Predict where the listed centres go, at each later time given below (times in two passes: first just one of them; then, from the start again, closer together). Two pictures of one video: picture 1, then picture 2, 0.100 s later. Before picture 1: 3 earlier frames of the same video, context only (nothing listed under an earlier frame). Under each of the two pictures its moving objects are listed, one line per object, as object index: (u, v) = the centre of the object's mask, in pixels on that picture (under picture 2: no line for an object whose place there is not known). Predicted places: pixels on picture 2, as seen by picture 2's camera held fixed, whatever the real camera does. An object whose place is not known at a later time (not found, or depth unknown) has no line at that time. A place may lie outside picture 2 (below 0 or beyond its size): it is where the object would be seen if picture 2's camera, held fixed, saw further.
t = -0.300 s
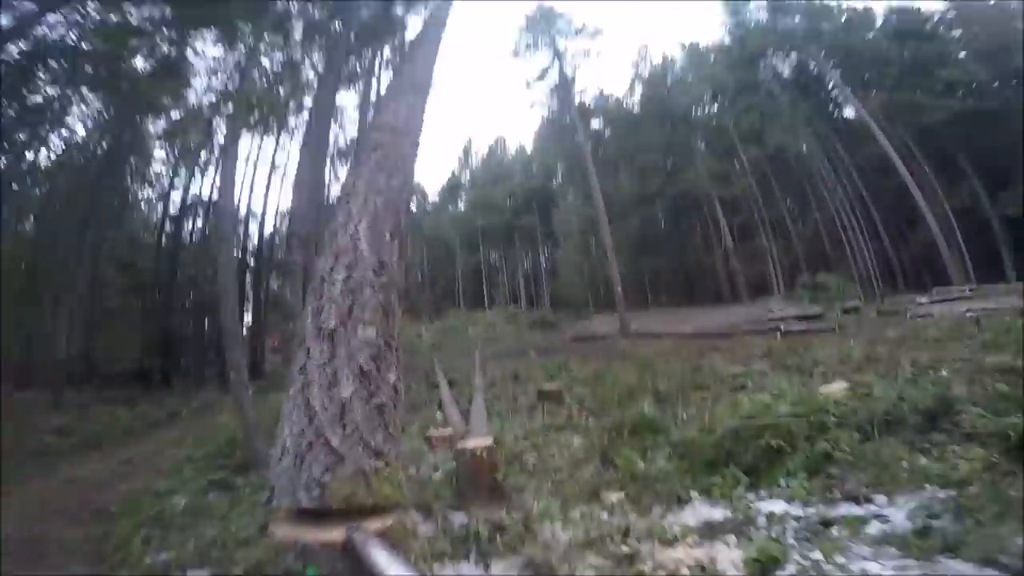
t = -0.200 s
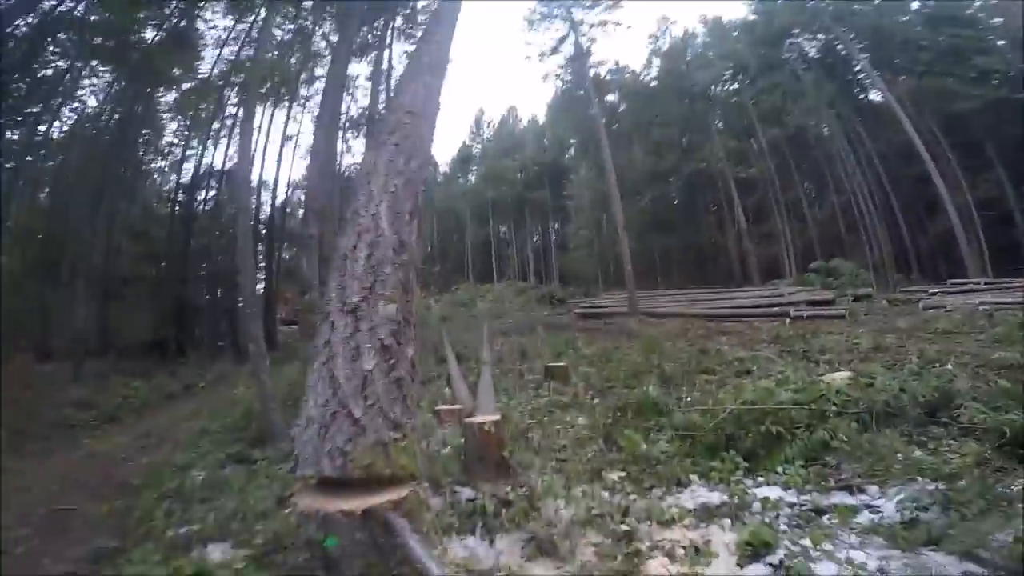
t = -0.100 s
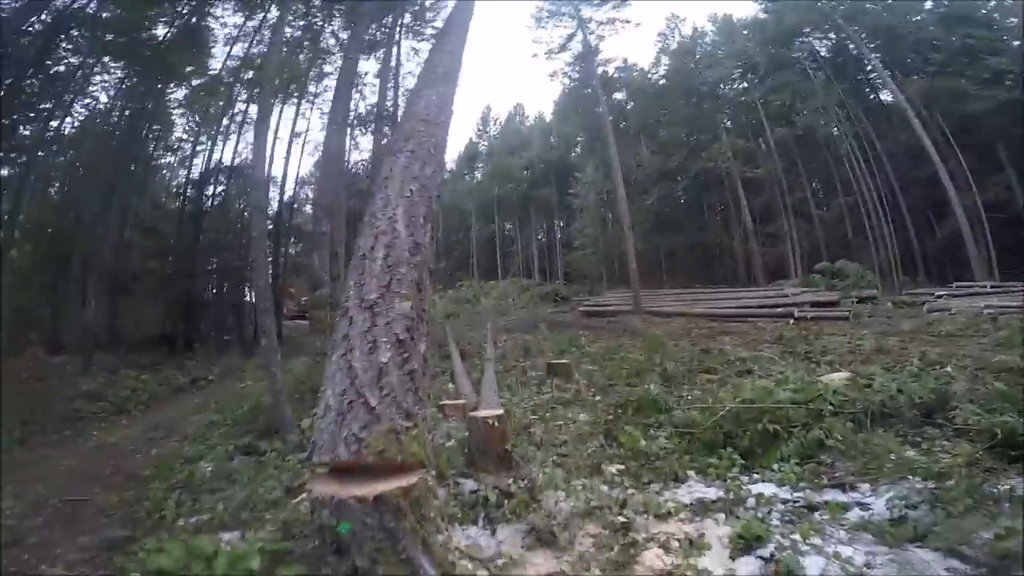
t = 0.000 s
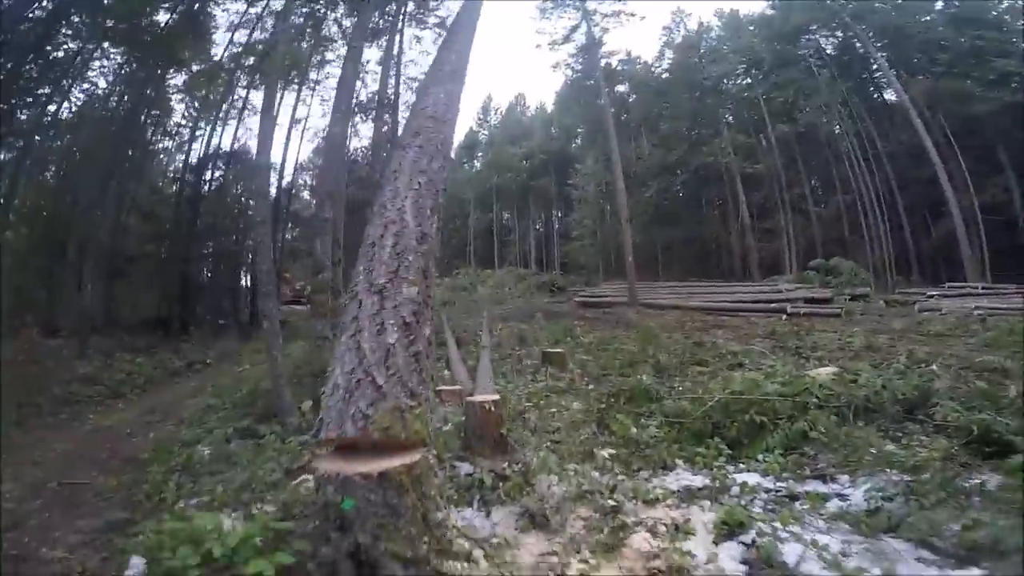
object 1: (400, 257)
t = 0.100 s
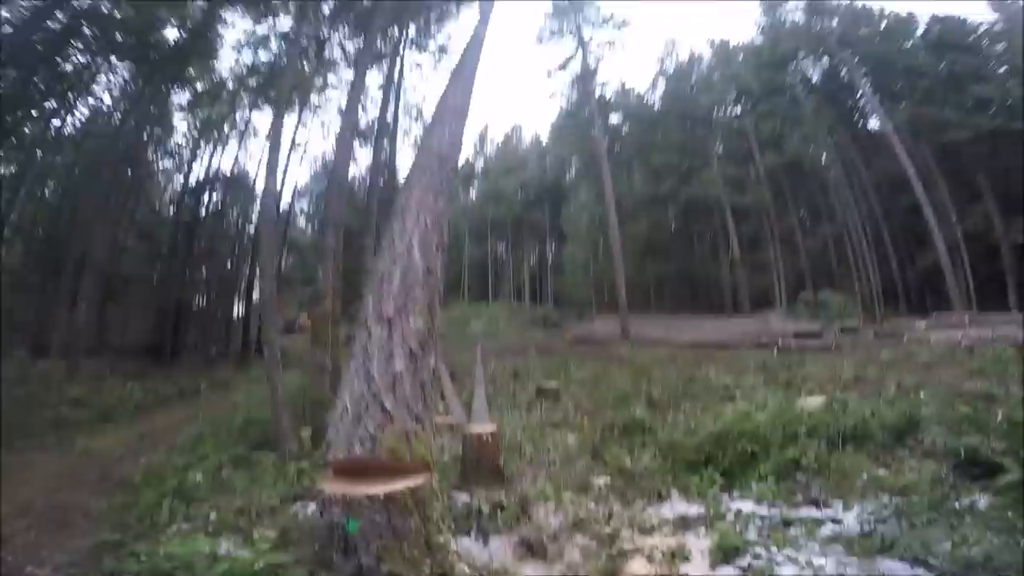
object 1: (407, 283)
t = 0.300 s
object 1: (434, 289)
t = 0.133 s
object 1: (411, 283)
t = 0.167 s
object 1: (416, 286)
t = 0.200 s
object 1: (421, 286)
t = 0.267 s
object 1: (430, 287)
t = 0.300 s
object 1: (434, 289)
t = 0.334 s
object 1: (439, 293)
